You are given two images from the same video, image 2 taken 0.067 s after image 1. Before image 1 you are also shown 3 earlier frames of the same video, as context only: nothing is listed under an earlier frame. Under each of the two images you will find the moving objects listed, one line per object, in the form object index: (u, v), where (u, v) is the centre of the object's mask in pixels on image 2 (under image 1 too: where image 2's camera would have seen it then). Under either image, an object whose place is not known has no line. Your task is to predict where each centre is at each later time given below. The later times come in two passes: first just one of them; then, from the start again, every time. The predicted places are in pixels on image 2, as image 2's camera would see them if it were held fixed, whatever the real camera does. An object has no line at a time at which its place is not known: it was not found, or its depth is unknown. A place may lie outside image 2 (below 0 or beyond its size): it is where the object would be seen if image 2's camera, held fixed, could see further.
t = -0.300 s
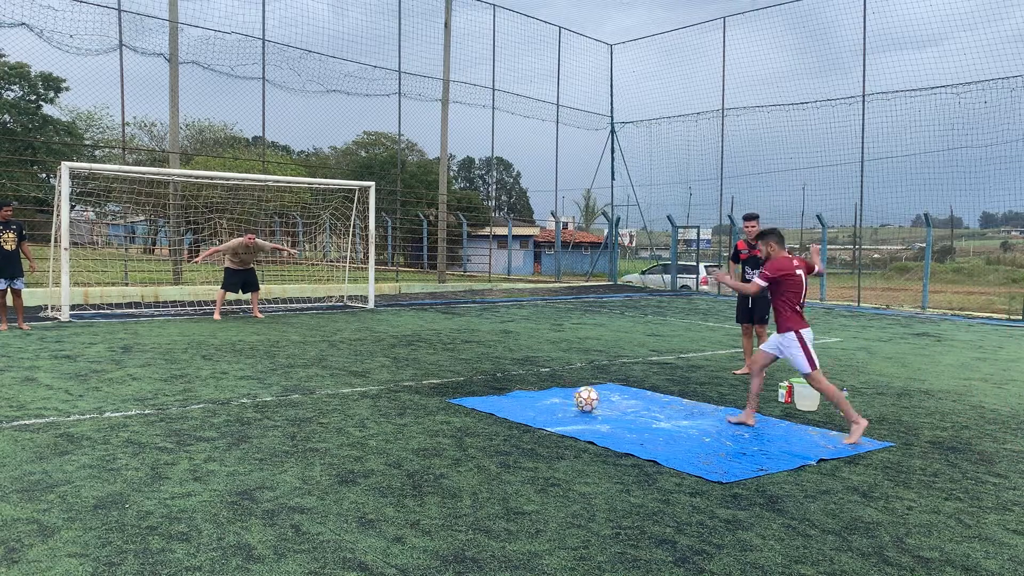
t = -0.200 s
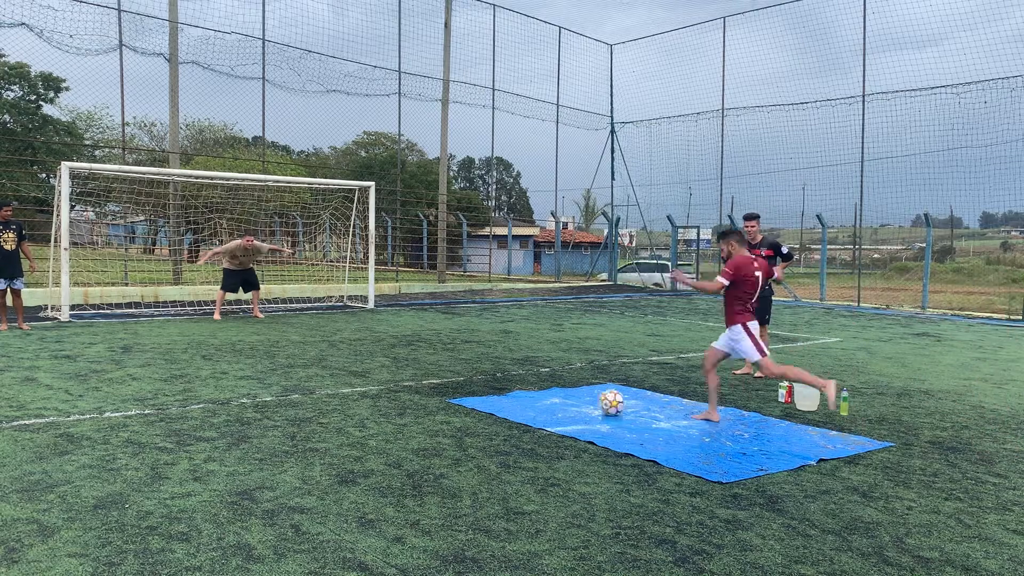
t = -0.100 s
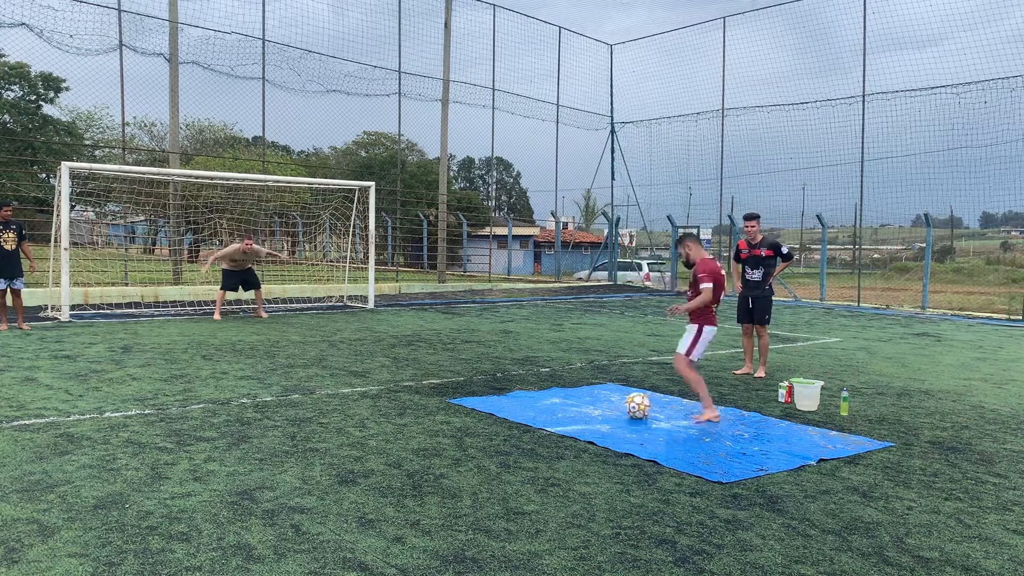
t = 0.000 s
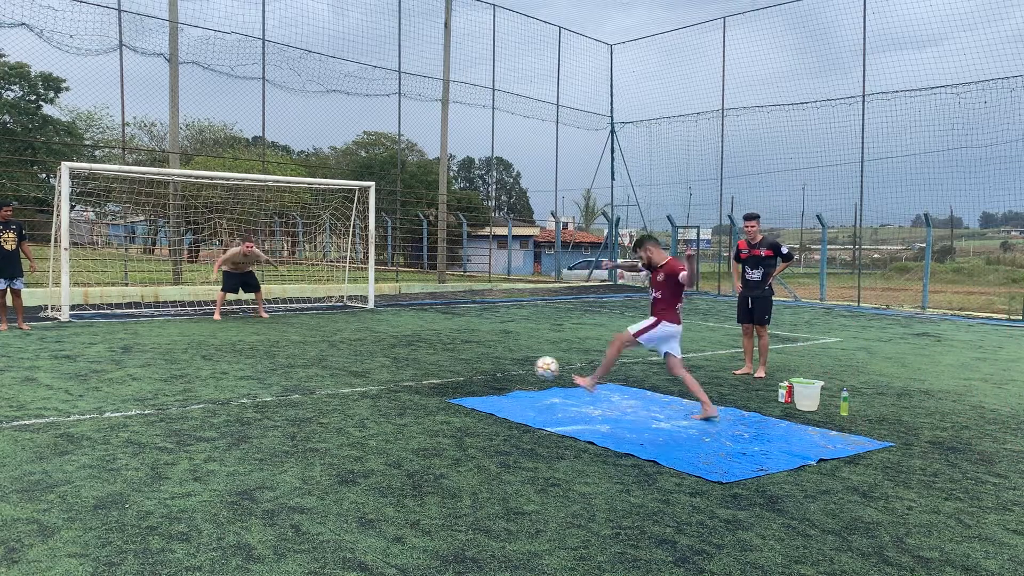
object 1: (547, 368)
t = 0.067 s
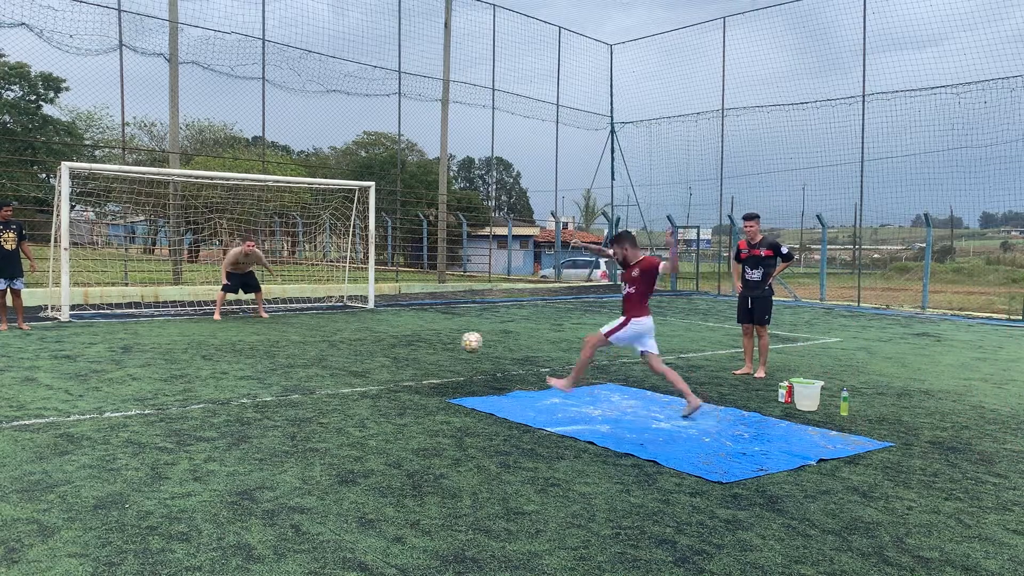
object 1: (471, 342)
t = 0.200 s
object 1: (362, 313)
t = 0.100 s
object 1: (440, 332)
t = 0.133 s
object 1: (411, 324)
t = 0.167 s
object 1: (385, 318)
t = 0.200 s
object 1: (362, 313)
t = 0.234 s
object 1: (341, 309)
